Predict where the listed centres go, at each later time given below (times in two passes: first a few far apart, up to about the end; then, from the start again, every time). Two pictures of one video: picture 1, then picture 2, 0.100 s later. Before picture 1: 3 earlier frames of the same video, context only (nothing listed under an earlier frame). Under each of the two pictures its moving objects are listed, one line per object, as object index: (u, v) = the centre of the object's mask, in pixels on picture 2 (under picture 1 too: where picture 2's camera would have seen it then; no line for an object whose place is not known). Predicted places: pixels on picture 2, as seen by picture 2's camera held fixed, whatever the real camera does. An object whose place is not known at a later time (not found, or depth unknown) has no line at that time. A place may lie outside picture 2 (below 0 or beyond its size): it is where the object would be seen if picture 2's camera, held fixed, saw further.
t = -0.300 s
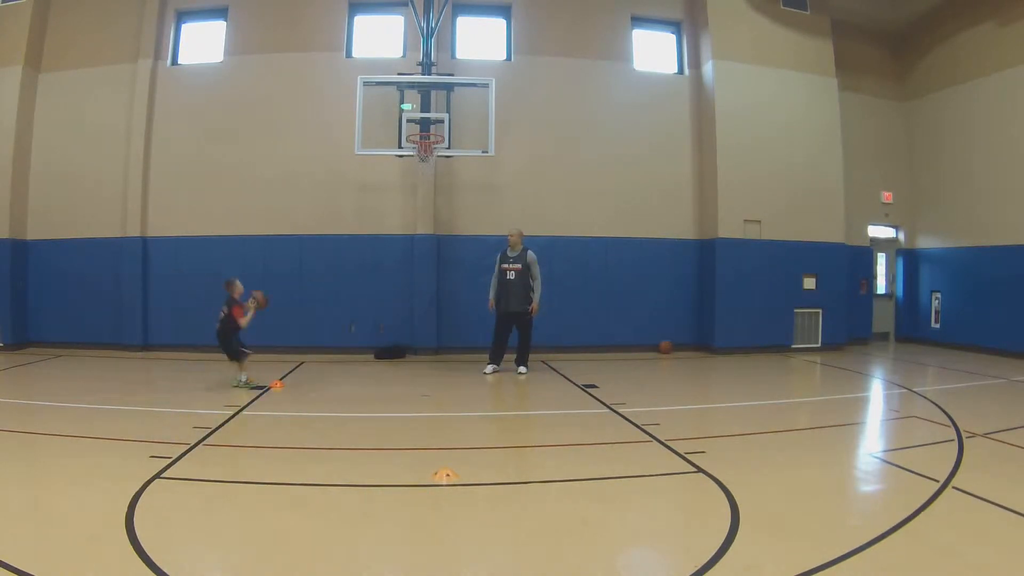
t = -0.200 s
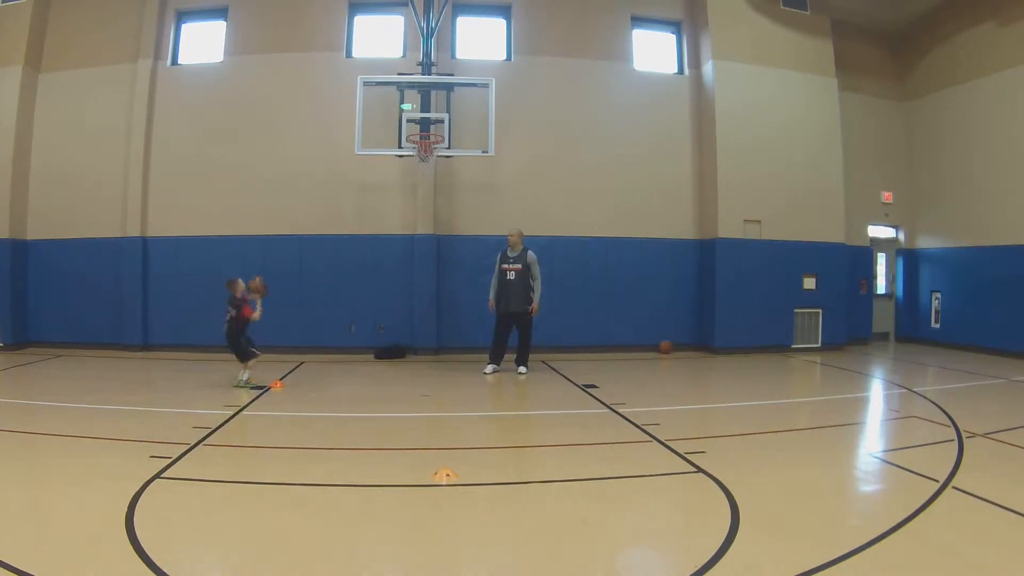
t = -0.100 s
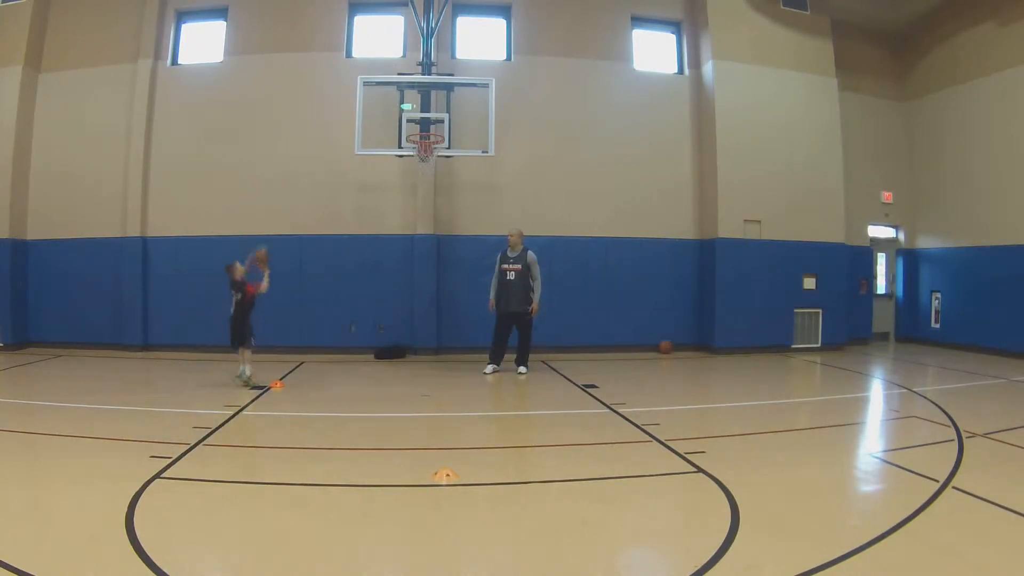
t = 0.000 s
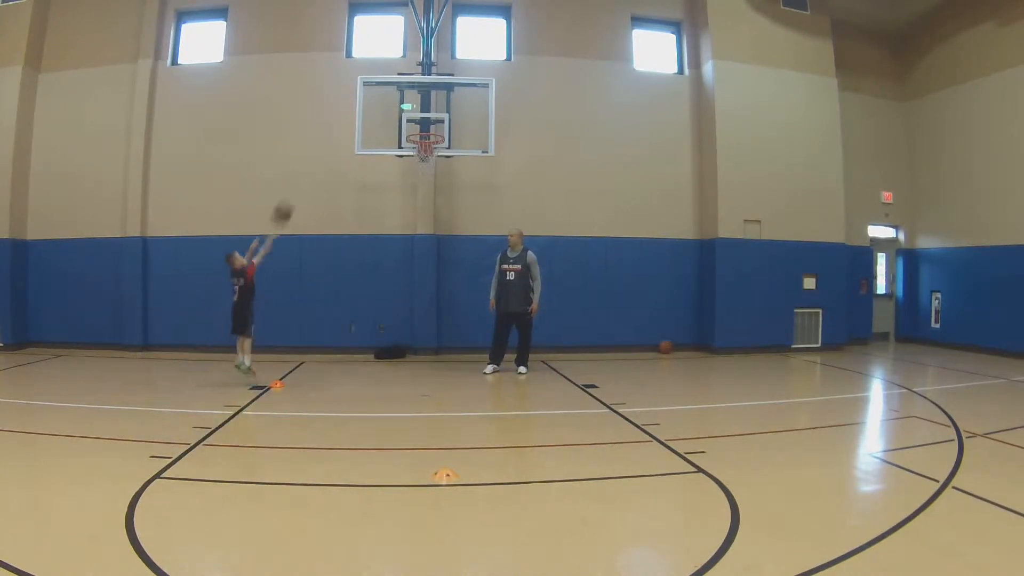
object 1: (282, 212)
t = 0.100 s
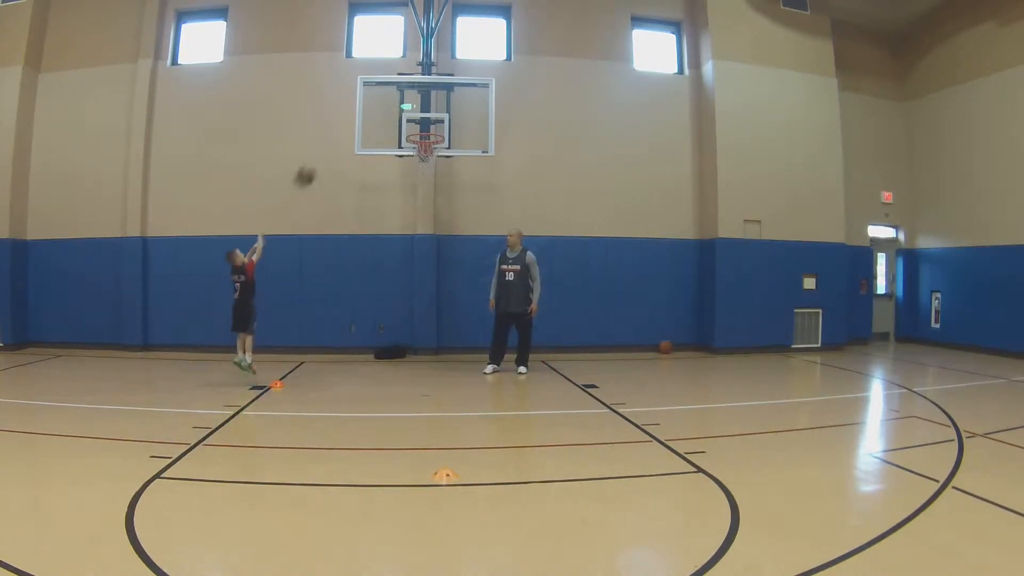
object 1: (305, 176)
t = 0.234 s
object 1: (335, 141)
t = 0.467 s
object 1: (382, 117)
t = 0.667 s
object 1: (409, 126)
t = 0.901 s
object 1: (430, 156)
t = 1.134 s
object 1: (432, 169)
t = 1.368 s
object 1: (430, 225)
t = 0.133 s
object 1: (313, 164)
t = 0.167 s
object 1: (320, 155)
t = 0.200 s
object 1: (328, 147)
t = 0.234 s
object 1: (335, 141)
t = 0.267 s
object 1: (342, 135)
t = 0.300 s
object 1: (348, 129)
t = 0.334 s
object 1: (356, 125)
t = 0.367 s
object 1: (363, 122)
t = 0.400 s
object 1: (369, 120)
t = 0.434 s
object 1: (375, 118)
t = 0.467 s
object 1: (382, 117)
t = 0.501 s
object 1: (387, 118)
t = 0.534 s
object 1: (393, 119)
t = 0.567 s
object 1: (398, 120)
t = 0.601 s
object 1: (401, 120)
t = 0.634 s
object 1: (405, 122)
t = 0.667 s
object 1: (409, 126)
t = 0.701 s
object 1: (412, 127)
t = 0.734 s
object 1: (415, 129)
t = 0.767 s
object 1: (417, 131)
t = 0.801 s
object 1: (423, 143)
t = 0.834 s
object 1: (426, 150)
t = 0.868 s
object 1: (428, 152)
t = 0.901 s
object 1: (430, 156)
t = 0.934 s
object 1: (430, 155)
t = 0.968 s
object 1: (430, 155)
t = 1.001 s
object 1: (431, 156)
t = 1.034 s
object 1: (430, 157)
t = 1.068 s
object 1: (430, 158)
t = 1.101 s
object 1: (433, 166)
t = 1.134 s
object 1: (432, 169)
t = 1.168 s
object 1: (432, 176)
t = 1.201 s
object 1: (432, 182)
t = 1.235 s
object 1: (431, 189)
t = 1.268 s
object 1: (431, 196)
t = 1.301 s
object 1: (431, 206)
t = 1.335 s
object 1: (431, 215)
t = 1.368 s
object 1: (430, 225)
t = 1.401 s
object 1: (429, 239)
